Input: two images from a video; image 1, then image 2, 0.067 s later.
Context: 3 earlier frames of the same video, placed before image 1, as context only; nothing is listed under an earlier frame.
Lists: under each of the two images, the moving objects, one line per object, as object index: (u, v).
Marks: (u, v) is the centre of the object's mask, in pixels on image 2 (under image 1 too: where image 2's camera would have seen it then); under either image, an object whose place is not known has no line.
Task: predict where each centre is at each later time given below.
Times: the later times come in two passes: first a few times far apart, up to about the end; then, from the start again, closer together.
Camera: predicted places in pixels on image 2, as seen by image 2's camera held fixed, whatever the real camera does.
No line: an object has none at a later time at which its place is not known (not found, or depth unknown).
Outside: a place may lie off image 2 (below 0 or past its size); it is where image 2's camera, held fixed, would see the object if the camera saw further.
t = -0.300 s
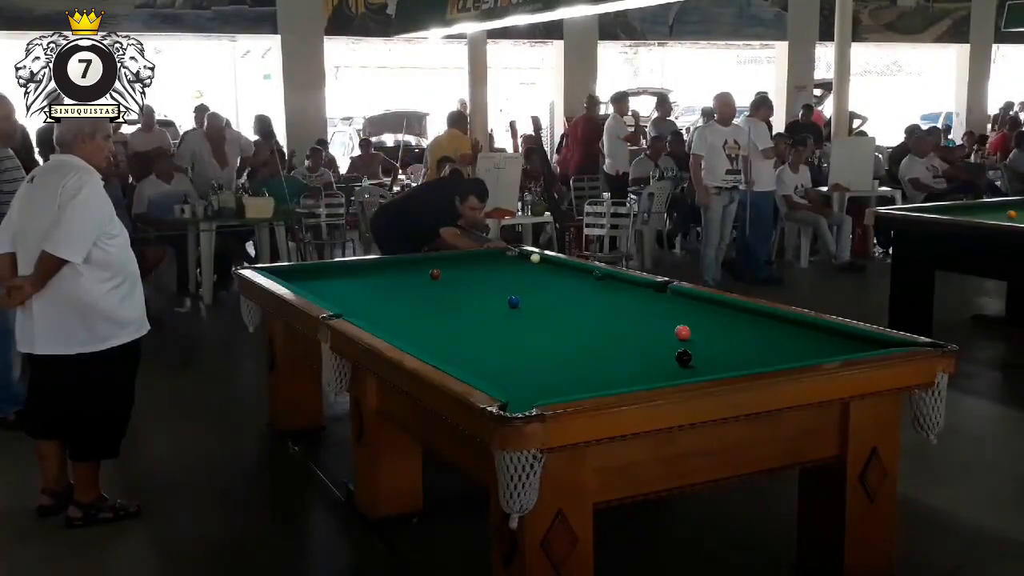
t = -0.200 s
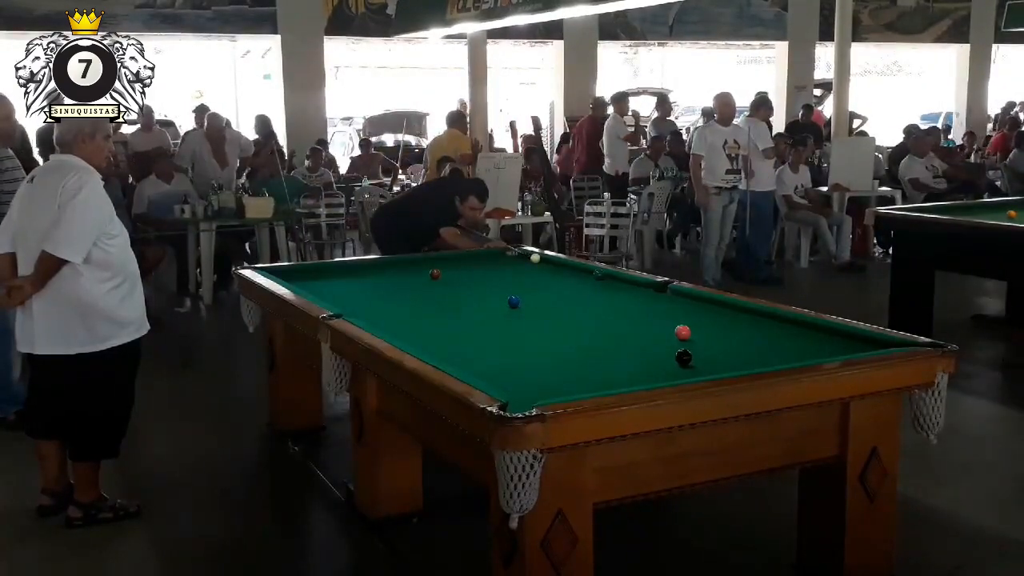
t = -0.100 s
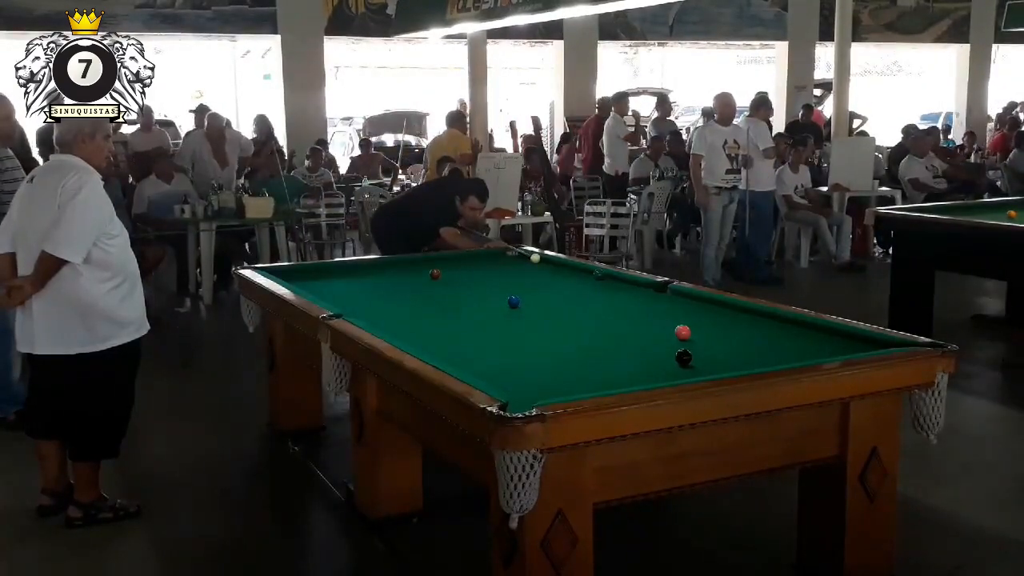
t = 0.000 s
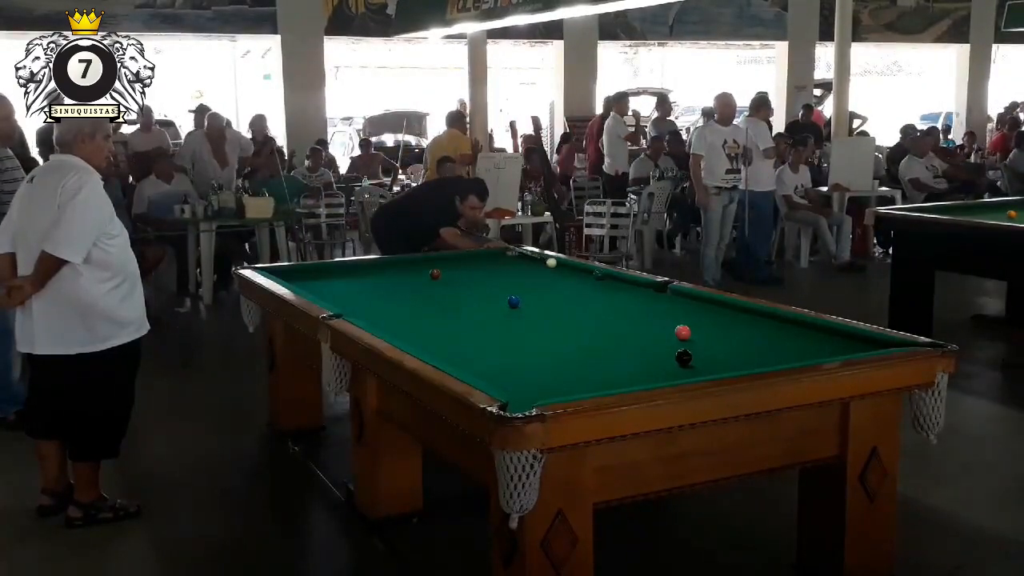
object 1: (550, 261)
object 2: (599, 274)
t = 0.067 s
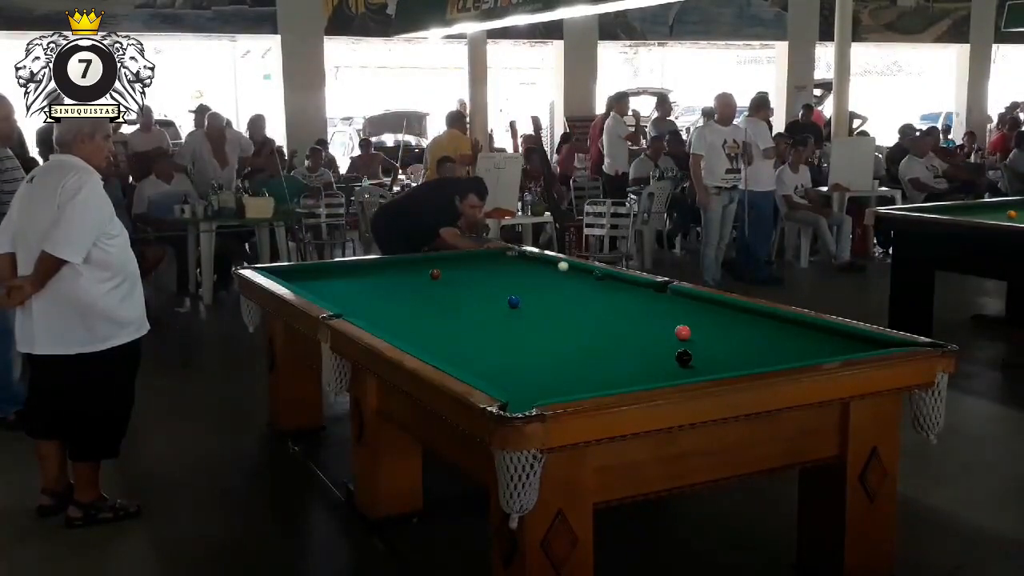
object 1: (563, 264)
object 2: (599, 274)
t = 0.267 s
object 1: (585, 277)
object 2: (601, 276)
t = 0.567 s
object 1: (583, 295)
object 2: (587, 282)
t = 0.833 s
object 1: (584, 313)
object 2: (575, 287)
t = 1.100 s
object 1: (584, 335)
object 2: (563, 293)
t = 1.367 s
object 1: (586, 362)
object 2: (551, 299)
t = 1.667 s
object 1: (578, 389)
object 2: (538, 305)
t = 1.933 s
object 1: (497, 382)
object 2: (528, 310)
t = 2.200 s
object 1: (490, 370)
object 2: (517, 315)
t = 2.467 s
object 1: (492, 358)
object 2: (508, 320)
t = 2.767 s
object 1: (494, 345)
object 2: (498, 325)
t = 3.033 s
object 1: (495, 336)
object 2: (489, 326)
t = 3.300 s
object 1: (506, 331)
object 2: (473, 330)
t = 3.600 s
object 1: (524, 328)
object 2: (453, 329)
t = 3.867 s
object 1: (536, 326)
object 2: (437, 329)
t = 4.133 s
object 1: (547, 325)
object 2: (424, 328)
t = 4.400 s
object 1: (556, 323)
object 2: (413, 328)
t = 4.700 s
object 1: (564, 321)
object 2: (404, 327)
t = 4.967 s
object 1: (569, 320)
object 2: (398, 327)
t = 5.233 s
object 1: (572, 320)
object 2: (395, 327)
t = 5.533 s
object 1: (574, 319)
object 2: (394, 327)
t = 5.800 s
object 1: (574, 319)
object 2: (395, 327)
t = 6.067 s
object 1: (574, 319)
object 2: (395, 327)
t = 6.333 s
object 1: (574, 319)
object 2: (395, 327)
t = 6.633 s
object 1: (574, 319)
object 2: (395, 327)
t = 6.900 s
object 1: (574, 319)
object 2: (395, 327)
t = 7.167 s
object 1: (574, 319)
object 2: (395, 327)
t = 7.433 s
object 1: (574, 319)
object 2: (395, 327)
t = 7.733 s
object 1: (574, 319)
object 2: (395, 327)
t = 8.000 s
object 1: (574, 319)
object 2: (395, 327)
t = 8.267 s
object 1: (573, 319)
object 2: (394, 327)
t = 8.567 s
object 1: (574, 319)
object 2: (395, 327)
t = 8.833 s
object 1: (573, 319)
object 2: (395, 327)
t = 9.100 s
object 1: (573, 319)
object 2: (395, 327)
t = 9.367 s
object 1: (573, 319)
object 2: (395, 327)
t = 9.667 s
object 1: (573, 319)
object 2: (395, 327)
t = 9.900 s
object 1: (574, 319)
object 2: (395, 327)
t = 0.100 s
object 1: (569, 266)
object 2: (598, 274)
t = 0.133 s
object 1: (575, 269)
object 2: (598, 274)
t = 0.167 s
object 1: (581, 271)
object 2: (598, 274)
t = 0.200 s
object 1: (587, 274)
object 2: (600, 274)
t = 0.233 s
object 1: (586, 275)
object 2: (602, 274)
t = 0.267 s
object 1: (585, 277)
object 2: (601, 276)
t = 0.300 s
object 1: (583, 279)
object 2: (601, 276)
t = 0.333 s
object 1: (583, 281)
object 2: (598, 277)
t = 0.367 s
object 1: (583, 282)
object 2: (597, 278)
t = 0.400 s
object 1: (583, 284)
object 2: (594, 278)
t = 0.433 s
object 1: (583, 286)
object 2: (593, 279)
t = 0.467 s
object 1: (583, 288)
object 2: (592, 280)
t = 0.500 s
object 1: (583, 290)
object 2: (591, 280)
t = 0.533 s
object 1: (583, 292)
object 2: (589, 281)
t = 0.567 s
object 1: (583, 295)
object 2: (587, 282)
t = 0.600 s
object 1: (583, 297)
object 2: (585, 282)
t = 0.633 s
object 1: (583, 299)
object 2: (584, 284)
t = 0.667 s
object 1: (583, 301)
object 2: (583, 285)
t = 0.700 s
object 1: (583, 303)
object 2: (581, 285)
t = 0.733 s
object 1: (583, 306)
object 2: (580, 286)
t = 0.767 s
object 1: (584, 308)
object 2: (578, 286)
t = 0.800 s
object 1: (583, 311)
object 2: (577, 287)
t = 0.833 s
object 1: (584, 313)
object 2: (575, 287)
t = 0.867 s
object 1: (584, 316)
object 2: (574, 288)
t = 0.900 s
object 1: (584, 318)
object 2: (572, 289)
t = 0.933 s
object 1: (584, 321)
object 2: (570, 289)
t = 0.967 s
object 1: (584, 324)
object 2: (569, 290)
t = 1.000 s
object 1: (584, 326)
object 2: (568, 291)
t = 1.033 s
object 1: (584, 329)
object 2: (566, 292)
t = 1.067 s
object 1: (584, 332)
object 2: (565, 292)
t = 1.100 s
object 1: (584, 335)
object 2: (563, 293)
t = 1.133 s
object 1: (585, 338)
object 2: (561, 294)
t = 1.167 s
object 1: (585, 341)
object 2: (560, 295)
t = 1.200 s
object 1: (585, 344)
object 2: (558, 295)
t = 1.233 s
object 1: (585, 348)
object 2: (557, 296)
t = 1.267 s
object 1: (585, 351)
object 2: (555, 297)
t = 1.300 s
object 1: (586, 354)
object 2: (554, 298)
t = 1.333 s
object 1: (586, 358)
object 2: (552, 298)
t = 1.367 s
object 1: (586, 362)
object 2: (551, 299)
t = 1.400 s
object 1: (586, 365)
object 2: (549, 300)
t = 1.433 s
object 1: (586, 369)
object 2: (548, 300)
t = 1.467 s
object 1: (586, 372)
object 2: (547, 301)
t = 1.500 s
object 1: (587, 376)
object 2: (545, 302)
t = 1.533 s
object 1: (587, 380)
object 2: (544, 302)
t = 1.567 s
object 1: (587, 383)
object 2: (542, 303)
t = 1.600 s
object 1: (587, 386)
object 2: (541, 303)
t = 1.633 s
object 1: (587, 389)
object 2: (540, 304)
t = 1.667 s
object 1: (578, 389)
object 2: (538, 305)
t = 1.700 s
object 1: (566, 389)
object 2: (537, 305)
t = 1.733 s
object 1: (555, 388)
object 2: (536, 306)
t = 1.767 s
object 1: (545, 388)
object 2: (534, 306)
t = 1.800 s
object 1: (535, 387)
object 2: (533, 307)
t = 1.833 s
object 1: (525, 386)
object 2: (532, 308)
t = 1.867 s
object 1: (516, 386)
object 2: (530, 308)
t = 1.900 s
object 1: (507, 385)
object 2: (529, 309)
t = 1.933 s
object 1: (497, 382)
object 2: (528, 310)
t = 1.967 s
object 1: (489, 381)
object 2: (526, 310)
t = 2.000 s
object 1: (488, 379)
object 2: (525, 311)
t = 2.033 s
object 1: (489, 378)
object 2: (524, 312)
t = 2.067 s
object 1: (490, 376)
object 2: (522, 312)
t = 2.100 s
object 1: (490, 375)
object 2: (521, 313)
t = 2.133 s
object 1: (490, 374)
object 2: (520, 313)
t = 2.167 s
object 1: (490, 372)
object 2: (518, 314)
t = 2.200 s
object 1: (490, 370)
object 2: (517, 315)
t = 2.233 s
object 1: (490, 369)
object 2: (516, 315)
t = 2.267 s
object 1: (490, 367)
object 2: (515, 316)
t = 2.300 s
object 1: (490, 365)
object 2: (514, 317)
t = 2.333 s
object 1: (491, 364)
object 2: (513, 317)
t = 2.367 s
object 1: (491, 362)
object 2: (511, 318)
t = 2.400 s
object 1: (491, 360)
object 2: (510, 318)
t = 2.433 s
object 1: (492, 359)
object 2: (509, 319)
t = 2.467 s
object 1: (492, 358)
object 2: (508, 320)
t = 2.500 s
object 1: (492, 356)
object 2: (507, 320)
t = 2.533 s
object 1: (492, 355)
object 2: (506, 321)
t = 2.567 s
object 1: (493, 353)
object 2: (504, 321)
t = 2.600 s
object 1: (493, 352)
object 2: (503, 322)
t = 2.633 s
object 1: (493, 351)
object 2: (502, 322)
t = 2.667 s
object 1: (493, 349)
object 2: (501, 323)
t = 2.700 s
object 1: (493, 348)
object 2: (500, 324)
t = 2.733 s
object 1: (493, 347)
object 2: (499, 324)
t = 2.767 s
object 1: (494, 345)
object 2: (498, 325)
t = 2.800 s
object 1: (494, 344)
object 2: (497, 325)
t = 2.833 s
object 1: (494, 343)
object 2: (496, 326)
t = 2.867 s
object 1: (494, 342)
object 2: (495, 326)
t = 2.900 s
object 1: (494, 341)
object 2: (494, 326)
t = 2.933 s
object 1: (494, 339)
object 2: (492, 326)
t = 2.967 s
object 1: (494, 338)
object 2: (491, 326)
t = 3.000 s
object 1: (494, 337)
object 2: (489, 326)
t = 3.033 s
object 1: (495, 336)
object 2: (489, 326)
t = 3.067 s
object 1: (495, 335)
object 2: (487, 327)
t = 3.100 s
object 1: (495, 334)
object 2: (486, 328)
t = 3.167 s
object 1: (497, 333)
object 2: (484, 330)
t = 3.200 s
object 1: (500, 332)
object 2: (482, 330)
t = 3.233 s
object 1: (502, 332)
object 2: (479, 330)
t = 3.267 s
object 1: (504, 331)
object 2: (476, 330)
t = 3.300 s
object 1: (506, 331)
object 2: (473, 330)
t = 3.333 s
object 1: (508, 331)
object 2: (471, 330)
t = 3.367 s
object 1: (510, 331)
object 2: (469, 330)
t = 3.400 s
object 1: (512, 330)
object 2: (466, 330)
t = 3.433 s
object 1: (514, 330)
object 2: (464, 330)
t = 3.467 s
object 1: (516, 330)
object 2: (461, 330)
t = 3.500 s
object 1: (518, 329)
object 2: (459, 330)
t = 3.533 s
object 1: (520, 329)
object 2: (457, 330)
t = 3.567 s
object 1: (522, 329)
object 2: (455, 329)
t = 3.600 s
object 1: (524, 328)
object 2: (453, 329)
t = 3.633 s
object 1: (525, 328)
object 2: (451, 329)
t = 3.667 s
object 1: (527, 328)
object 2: (448, 329)
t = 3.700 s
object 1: (529, 328)
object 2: (446, 329)
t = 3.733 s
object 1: (530, 327)
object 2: (444, 329)
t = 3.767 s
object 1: (532, 327)
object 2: (443, 329)
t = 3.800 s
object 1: (533, 327)
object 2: (441, 329)
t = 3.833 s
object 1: (535, 327)
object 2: (439, 329)
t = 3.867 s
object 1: (536, 326)
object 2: (437, 329)
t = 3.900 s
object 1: (538, 326)
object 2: (435, 329)
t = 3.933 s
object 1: (539, 326)
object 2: (433, 329)
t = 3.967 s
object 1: (541, 326)
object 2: (432, 328)
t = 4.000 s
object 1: (542, 326)
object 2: (430, 329)
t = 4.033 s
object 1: (543, 325)
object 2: (428, 328)
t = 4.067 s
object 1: (545, 325)
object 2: (427, 328)
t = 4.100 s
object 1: (546, 325)
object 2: (425, 328)
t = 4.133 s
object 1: (547, 325)
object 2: (424, 328)
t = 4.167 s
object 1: (549, 324)
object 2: (422, 328)
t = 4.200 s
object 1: (550, 324)
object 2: (421, 328)
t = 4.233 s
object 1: (551, 324)
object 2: (419, 328)
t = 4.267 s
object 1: (552, 324)
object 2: (418, 328)
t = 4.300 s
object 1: (553, 323)
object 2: (417, 328)
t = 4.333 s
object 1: (554, 323)
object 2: (415, 328)
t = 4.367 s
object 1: (555, 323)
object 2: (414, 328)
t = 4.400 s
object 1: (556, 323)
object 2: (413, 328)
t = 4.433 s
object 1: (557, 323)
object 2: (412, 328)
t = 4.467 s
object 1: (558, 323)
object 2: (411, 327)
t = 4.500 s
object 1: (559, 323)
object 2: (409, 328)
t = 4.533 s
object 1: (560, 322)
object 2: (409, 328)
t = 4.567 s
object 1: (561, 322)
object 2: (407, 328)
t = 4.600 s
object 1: (561, 322)
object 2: (407, 327)
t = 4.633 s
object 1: (562, 322)
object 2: (406, 327)
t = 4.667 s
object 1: (563, 322)
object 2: (405, 327)
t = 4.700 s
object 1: (564, 321)
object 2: (404, 327)
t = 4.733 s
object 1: (564, 321)
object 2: (403, 327)
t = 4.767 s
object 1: (565, 321)
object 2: (402, 327)
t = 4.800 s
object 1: (566, 321)
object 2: (401, 327)
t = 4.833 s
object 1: (567, 321)
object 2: (401, 327)
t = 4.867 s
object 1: (567, 321)
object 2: (400, 327)
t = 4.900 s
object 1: (568, 321)
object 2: (400, 327)
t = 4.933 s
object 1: (568, 321)
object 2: (399, 327)
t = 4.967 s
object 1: (569, 320)
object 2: (398, 327)
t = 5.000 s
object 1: (569, 320)
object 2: (397, 327)
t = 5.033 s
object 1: (570, 320)
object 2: (397, 327)
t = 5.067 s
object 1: (570, 320)
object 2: (396, 327)
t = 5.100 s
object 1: (570, 320)
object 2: (396, 327)
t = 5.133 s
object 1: (571, 320)
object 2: (396, 327)
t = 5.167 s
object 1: (572, 320)
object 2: (396, 327)
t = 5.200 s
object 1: (572, 320)
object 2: (395, 327)
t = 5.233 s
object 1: (572, 320)
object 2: (395, 327)
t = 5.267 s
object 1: (573, 320)
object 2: (395, 327)
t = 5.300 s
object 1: (573, 320)
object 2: (395, 327)
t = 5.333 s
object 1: (573, 320)
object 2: (394, 327)
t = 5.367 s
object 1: (574, 319)
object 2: (394, 327)
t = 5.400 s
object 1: (574, 319)
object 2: (394, 327)
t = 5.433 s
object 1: (574, 319)
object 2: (394, 327)
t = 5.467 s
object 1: (574, 319)
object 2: (394, 327)
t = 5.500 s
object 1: (574, 319)
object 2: (394, 327)
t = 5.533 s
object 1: (574, 319)
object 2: (394, 327)
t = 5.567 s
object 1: (574, 319)
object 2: (394, 327)
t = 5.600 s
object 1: (574, 319)
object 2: (394, 327)
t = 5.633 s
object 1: (574, 319)
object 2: (394, 327)
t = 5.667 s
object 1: (574, 319)
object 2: (394, 327)
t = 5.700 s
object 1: (574, 319)
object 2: (394, 327)
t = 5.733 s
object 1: (574, 319)
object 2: (395, 327)
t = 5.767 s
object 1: (574, 319)
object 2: (395, 327)
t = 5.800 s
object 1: (574, 319)
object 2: (395, 327)
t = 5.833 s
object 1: (574, 319)
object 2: (395, 327)
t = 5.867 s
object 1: (574, 319)
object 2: (395, 327)
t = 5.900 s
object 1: (574, 319)
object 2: (395, 327)
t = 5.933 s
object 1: (574, 319)
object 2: (395, 327)
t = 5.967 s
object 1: (574, 319)
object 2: (395, 327)
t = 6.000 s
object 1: (574, 319)
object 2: (395, 327)
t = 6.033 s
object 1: (574, 319)
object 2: (395, 327)
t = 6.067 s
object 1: (574, 319)
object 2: (395, 327)
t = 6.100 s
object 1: (574, 319)
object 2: (395, 327)
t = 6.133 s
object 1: (574, 319)
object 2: (395, 327)
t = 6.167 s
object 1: (574, 319)
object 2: (395, 327)
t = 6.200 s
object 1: (574, 319)
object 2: (395, 327)
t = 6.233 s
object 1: (574, 319)
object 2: (395, 327)
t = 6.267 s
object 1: (574, 319)
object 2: (395, 327)
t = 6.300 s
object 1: (574, 319)
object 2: (395, 327)
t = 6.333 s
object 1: (574, 319)
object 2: (395, 327)
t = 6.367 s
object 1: (574, 319)
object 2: (395, 327)
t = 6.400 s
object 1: (574, 319)
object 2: (395, 327)
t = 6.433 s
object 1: (574, 319)
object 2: (395, 327)
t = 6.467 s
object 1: (574, 319)
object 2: (395, 327)
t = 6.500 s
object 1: (574, 319)
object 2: (395, 327)
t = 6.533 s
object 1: (574, 319)
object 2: (395, 327)
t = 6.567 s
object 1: (574, 319)
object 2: (395, 327)
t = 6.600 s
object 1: (574, 319)
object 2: (395, 327)
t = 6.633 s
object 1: (574, 319)
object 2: (395, 327)
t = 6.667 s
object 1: (574, 319)
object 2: (394, 327)
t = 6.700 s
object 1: (573, 319)
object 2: (394, 327)
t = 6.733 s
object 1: (573, 319)
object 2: (394, 327)
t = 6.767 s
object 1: (573, 319)
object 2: (394, 327)
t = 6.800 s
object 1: (574, 319)
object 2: (395, 327)
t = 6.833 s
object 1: (574, 319)
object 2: (395, 327)
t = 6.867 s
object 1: (574, 319)
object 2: (395, 327)
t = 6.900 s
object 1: (574, 319)
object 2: (395, 327)
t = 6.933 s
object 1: (574, 319)
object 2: (395, 327)
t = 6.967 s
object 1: (574, 319)
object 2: (395, 327)
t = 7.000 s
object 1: (574, 319)
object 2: (395, 327)
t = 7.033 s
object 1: (574, 319)
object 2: (395, 327)
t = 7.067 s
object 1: (574, 319)
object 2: (395, 327)
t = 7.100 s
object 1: (574, 319)
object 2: (395, 327)
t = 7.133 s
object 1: (574, 319)
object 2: (395, 327)
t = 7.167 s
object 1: (574, 319)
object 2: (395, 327)
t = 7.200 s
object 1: (574, 319)
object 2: (395, 327)
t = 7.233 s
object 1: (574, 319)
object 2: (395, 327)
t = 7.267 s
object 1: (574, 319)
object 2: (394, 327)
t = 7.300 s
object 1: (574, 319)
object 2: (394, 327)
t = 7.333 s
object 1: (574, 319)
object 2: (394, 327)
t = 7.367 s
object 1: (574, 319)
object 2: (394, 327)
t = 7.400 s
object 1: (574, 319)
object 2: (395, 327)
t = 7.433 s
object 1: (574, 319)
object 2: (395, 327)
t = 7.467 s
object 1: (574, 319)
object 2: (395, 327)
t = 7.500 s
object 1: (574, 319)
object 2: (395, 327)
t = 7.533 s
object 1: (574, 319)
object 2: (395, 327)
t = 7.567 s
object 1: (574, 319)
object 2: (395, 327)
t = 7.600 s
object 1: (574, 319)
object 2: (395, 327)
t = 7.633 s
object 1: (574, 319)
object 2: (395, 327)
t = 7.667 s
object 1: (574, 319)
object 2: (395, 327)
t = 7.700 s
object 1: (574, 319)
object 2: (395, 327)
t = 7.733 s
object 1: (574, 319)
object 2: (395, 327)
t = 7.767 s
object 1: (574, 319)
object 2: (395, 327)
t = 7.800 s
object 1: (574, 319)
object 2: (395, 327)
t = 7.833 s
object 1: (574, 319)
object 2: (395, 327)
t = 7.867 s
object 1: (574, 319)
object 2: (395, 327)
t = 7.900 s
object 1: (574, 319)
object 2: (395, 327)
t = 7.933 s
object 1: (574, 319)
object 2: (395, 327)
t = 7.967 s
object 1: (574, 319)
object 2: (395, 327)
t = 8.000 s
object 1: (574, 319)
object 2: (395, 327)
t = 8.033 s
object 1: (574, 319)
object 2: (395, 327)
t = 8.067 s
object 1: (574, 319)
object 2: (395, 327)
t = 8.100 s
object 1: (574, 319)
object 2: (395, 327)
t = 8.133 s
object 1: (574, 319)
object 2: (395, 327)
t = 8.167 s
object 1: (574, 319)
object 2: (395, 327)
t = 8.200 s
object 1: (574, 319)
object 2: (394, 327)
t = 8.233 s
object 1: (574, 318)
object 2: (394, 327)
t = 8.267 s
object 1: (573, 319)
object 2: (394, 327)
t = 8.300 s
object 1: (573, 319)
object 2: (394, 327)
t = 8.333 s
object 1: (574, 319)
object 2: (395, 327)
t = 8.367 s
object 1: (573, 319)
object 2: (395, 327)
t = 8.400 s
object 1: (573, 319)
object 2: (395, 327)
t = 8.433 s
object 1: (573, 319)
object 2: (395, 327)
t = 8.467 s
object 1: (574, 319)
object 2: (395, 327)
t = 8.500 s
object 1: (574, 319)
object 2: (395, 327)
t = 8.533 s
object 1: (574, 319)
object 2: (395, 327)
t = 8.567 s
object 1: (574, 319)
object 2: (395, 327)
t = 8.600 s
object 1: (573, 319)
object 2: (395, 327)
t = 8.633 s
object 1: (573, 319)
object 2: (395, 327)
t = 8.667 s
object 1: (573, 319)
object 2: (395, 327)
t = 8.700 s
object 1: (573, 319)
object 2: (395, 327)
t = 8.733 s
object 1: (573, 319)
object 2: (395, 327)
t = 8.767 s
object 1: (573, 319)
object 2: (395, 327)
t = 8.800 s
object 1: (573, 319)
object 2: (395, 327)
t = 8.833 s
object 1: (573, 319)
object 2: (395, 327)
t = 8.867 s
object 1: (573, 319)
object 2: (395, 327)
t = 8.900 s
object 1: (573, 319)
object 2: (395, 327)
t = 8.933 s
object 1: (573, 319)
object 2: (395, 327)
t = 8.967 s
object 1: (573, 319)
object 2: (395, 327)
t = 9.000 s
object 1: (573, 319)
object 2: (395, 327)
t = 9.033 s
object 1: (573, 319)
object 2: (395, 327)
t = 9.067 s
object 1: (573, 319)
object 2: (395, 327)
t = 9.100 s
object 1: (573, 319)
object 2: (395, 327)
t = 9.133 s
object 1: (573, 319)
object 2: (395, 327)
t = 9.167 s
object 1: (573, 319)
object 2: (395, 327)
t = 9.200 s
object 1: (573, 319)
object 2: (395, 327)
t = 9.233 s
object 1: (573, 319)
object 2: (395, 327)
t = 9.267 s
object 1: (573, 319)
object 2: (395, 327)
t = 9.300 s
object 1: (573, 319)
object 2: (395, 327)
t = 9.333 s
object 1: (573, 319)
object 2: (395, 327)
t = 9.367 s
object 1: (573, 319)
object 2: (395, 327)
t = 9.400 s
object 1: (573, 319)
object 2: (395, 327)
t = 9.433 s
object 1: (573, 319)
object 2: (395, 327)
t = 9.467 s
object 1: (573, 319)
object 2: (395, 327)
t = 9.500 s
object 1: (573, 319)
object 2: (395, 327)
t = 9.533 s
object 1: (573, 319)
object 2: (395, 327)
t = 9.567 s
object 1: (573, 319)
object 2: (395, 327)
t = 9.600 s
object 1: (573, 319)
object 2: (395, 327)
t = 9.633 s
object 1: (573, 319)
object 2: (395, 327)
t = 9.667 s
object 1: (573, 319)
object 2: (395, 327)
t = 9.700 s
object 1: (573, 319)
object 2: (394, 327)
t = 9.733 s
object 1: (573, 319)
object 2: (394, 327)
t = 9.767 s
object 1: (573, 319)
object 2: (395, 327)
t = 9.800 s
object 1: (573, 319)
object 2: (395, 327)
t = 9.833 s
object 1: (573, 319)
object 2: (395, 327)
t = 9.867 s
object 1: (574, 319)
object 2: (395, 327)
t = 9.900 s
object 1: (574, 319)
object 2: (395, 327)
